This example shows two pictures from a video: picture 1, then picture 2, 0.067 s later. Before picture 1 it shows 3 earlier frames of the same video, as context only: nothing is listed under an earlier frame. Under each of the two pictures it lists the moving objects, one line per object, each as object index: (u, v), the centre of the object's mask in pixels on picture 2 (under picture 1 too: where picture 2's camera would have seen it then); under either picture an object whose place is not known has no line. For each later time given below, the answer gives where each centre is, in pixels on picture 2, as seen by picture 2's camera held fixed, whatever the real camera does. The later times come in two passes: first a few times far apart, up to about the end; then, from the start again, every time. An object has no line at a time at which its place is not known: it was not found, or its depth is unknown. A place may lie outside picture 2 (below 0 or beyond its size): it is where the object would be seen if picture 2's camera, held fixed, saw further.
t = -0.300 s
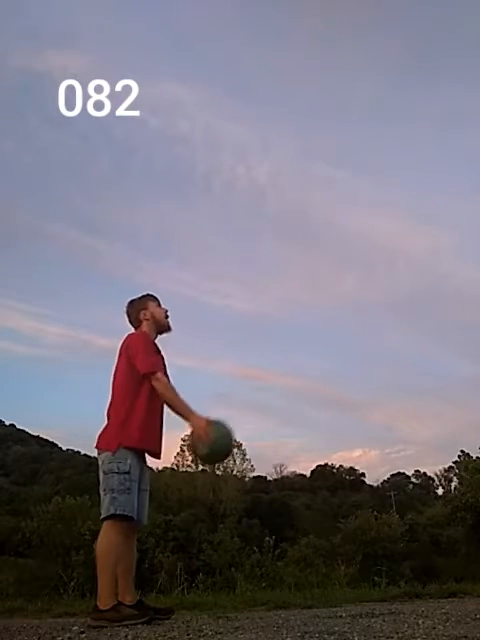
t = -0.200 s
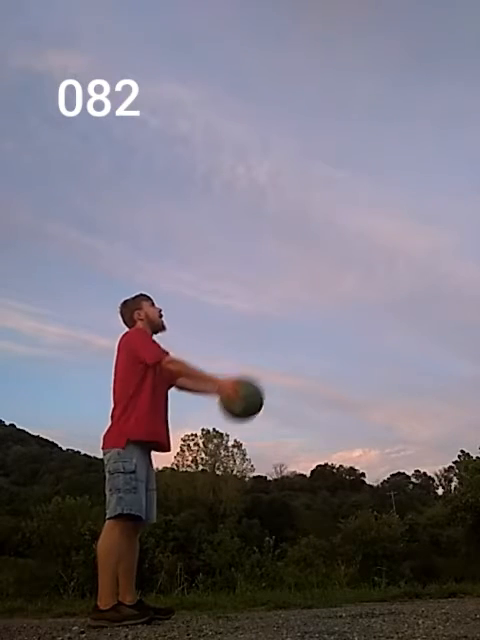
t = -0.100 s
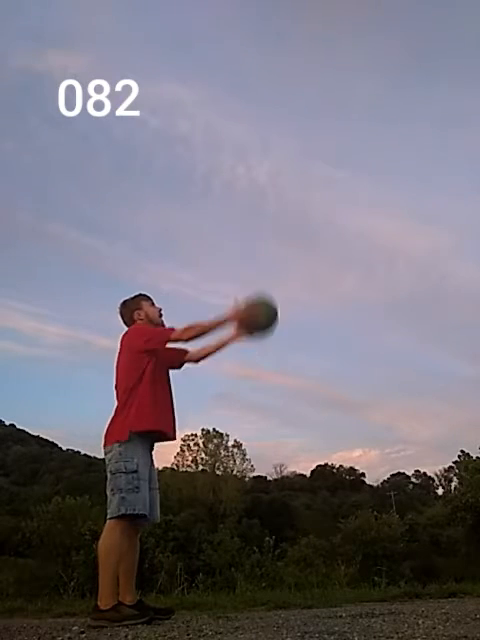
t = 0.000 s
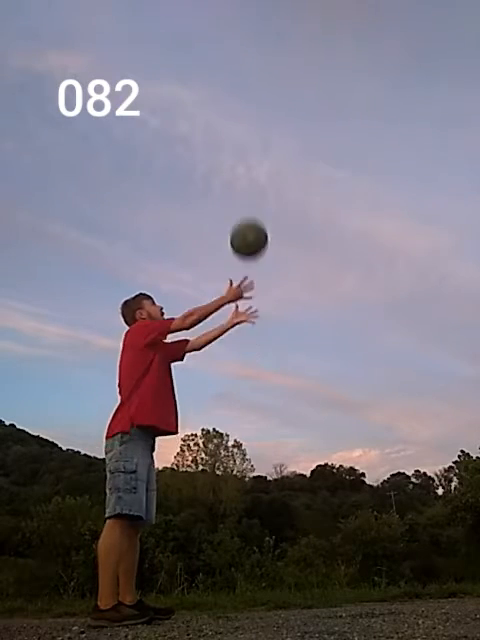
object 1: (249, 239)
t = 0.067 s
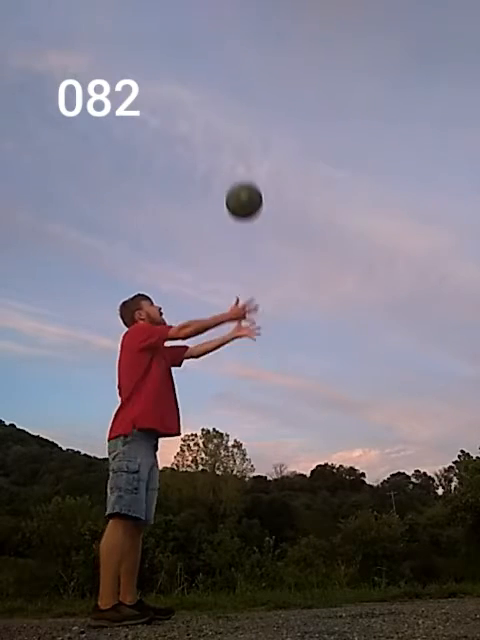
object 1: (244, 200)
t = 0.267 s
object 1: (234, 126)
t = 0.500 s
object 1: (227, 100)
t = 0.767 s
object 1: (225, 137)
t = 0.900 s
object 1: (225, 187)
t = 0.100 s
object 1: (242, 184)
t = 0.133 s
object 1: (240, 169)
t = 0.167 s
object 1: (238, 156)
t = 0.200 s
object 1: (236, 145)
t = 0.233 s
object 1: (235, 135)
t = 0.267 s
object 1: (234, 126)
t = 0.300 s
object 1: (232, 119)
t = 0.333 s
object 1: (231, 113)
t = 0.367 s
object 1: (231, 108)
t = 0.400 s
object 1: (230, 105)
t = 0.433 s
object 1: (229, 102)
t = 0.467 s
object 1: (228, 101)
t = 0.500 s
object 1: (227, 100)
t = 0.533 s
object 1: (227, 101)
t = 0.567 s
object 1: (226, 103)
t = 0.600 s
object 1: (226, 106)
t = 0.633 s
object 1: (225, 110)
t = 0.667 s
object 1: (225, 115)
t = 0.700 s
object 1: (225, 121)
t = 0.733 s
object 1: (225, 129)
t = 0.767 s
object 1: (225, 137)
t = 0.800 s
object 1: (225, 147)
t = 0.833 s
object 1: (225, 159)
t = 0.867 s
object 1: (225, 172)
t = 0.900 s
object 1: (225, 187)
